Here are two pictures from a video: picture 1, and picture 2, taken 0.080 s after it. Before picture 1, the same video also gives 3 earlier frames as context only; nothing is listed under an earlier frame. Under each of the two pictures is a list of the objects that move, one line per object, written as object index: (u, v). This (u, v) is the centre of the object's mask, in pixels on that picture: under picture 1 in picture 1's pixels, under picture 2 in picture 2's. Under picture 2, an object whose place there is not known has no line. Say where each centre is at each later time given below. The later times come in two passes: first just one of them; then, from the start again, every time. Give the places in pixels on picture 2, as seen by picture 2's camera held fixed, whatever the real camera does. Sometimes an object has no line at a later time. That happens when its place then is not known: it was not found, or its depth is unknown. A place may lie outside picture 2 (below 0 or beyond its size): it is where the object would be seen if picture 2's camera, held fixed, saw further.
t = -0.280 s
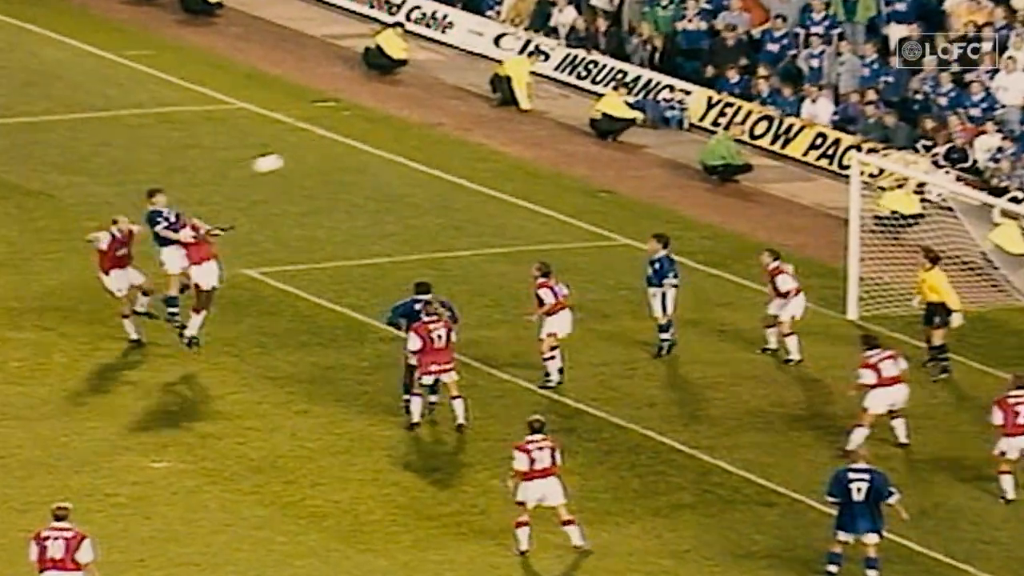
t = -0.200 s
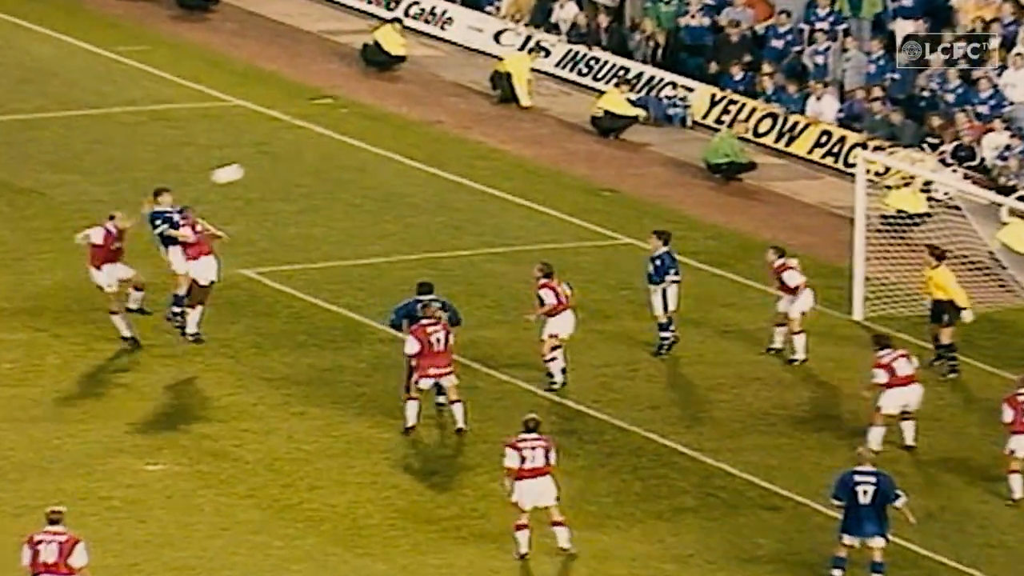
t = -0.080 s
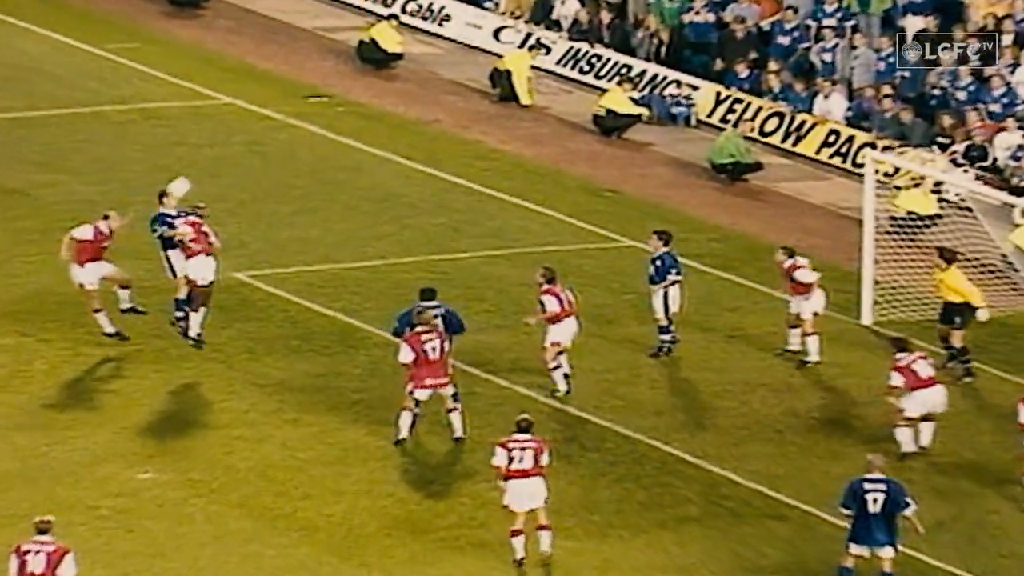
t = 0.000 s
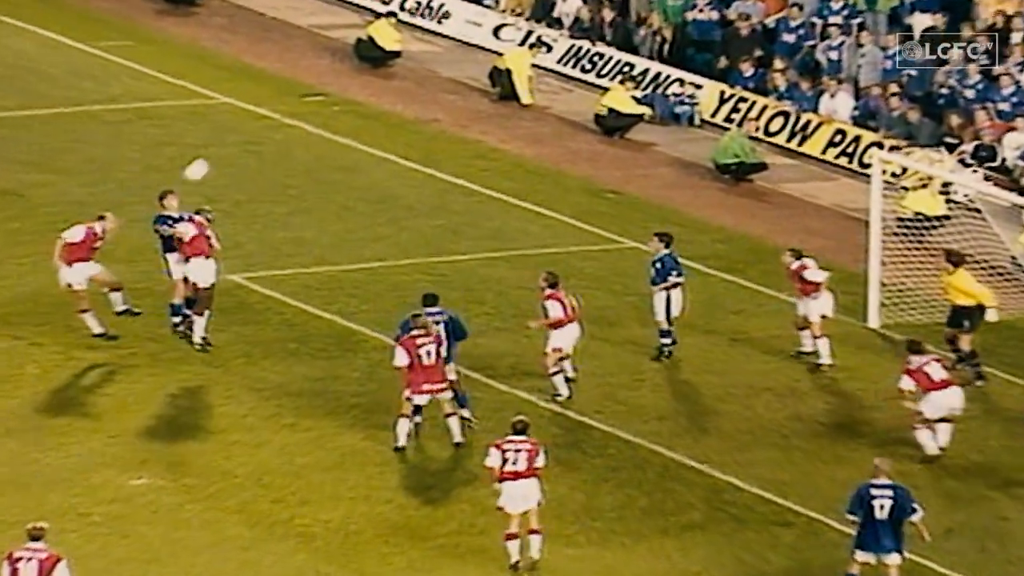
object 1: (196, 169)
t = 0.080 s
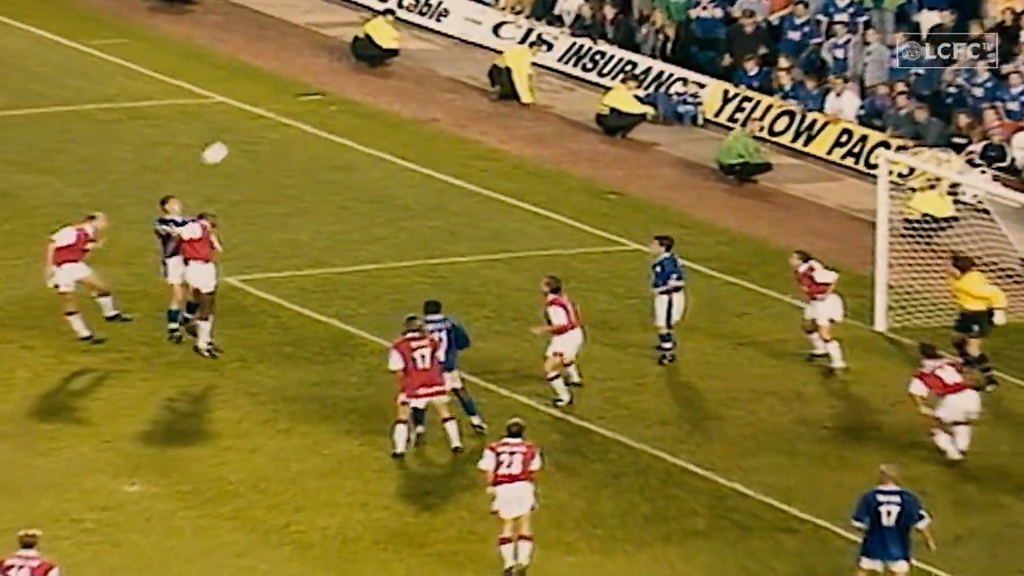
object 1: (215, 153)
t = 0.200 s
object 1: (249, 128)
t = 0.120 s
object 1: (226, 144)
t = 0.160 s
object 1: (238, 136)
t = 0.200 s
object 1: (249, 128)
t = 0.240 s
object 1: (261, 121)
